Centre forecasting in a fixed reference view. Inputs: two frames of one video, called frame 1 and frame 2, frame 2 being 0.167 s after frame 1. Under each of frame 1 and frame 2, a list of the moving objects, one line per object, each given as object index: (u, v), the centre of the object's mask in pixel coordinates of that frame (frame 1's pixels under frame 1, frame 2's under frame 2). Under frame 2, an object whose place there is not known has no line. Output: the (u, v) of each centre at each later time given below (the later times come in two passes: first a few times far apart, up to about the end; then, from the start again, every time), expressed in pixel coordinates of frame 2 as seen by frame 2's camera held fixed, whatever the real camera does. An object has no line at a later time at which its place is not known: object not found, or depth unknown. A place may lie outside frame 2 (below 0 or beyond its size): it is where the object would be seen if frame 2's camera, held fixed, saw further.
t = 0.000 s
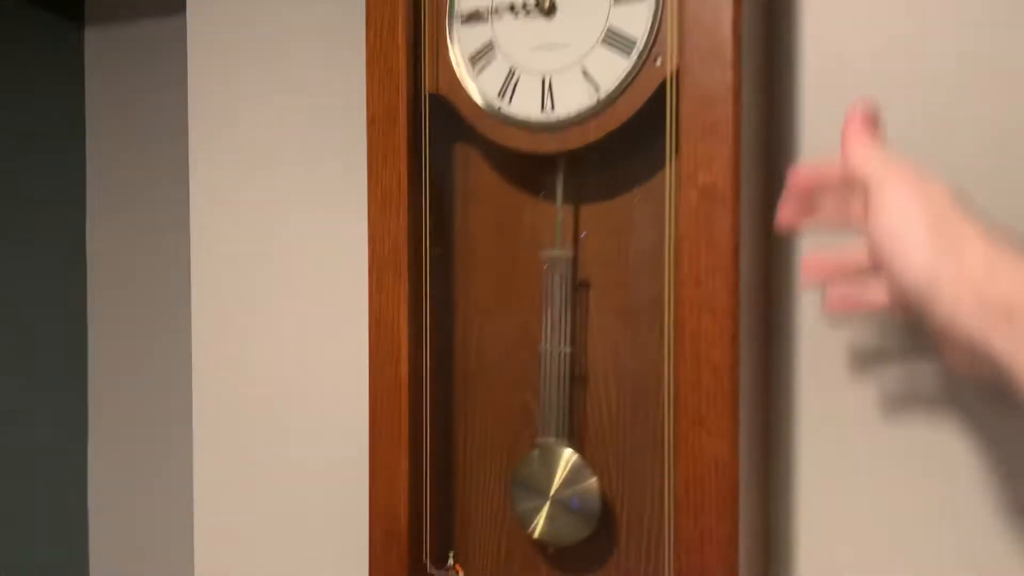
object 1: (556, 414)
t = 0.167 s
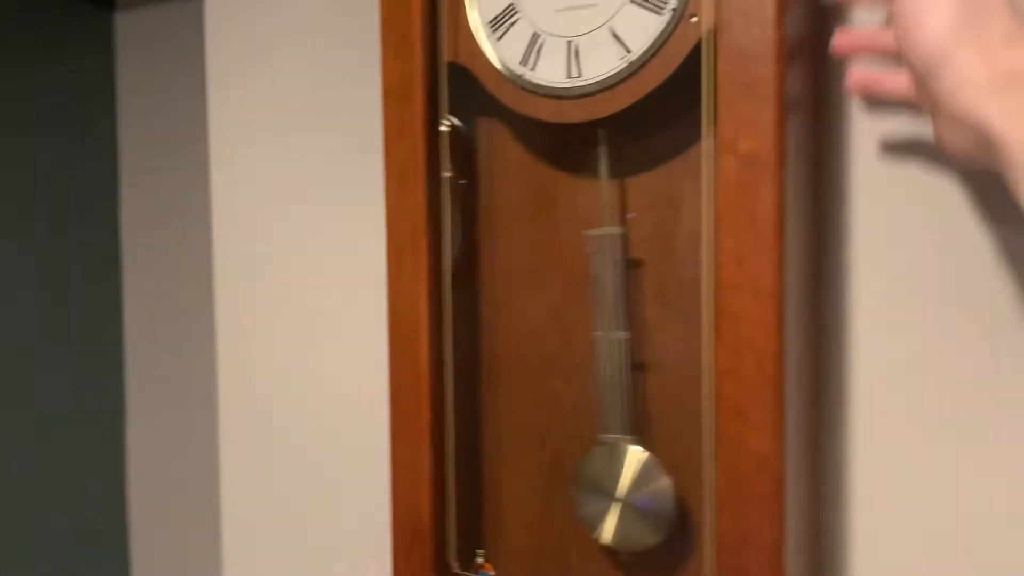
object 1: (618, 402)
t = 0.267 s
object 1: (630, 404)
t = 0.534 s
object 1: (617, 409)
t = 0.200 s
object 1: (624, 404)
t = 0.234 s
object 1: (628, 406)
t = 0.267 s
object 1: (630, 404)
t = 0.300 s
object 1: (633, 406)
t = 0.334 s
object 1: (634, 407)
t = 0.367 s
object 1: (634, 407)
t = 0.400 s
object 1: (633, 407)
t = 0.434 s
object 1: (630, 405)
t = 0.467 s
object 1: (627, 406)
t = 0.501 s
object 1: (622, 407)
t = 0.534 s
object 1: (617, 409)
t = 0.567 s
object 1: (611, 408)
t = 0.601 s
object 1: (605, 408)
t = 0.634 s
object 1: (599, 405)
